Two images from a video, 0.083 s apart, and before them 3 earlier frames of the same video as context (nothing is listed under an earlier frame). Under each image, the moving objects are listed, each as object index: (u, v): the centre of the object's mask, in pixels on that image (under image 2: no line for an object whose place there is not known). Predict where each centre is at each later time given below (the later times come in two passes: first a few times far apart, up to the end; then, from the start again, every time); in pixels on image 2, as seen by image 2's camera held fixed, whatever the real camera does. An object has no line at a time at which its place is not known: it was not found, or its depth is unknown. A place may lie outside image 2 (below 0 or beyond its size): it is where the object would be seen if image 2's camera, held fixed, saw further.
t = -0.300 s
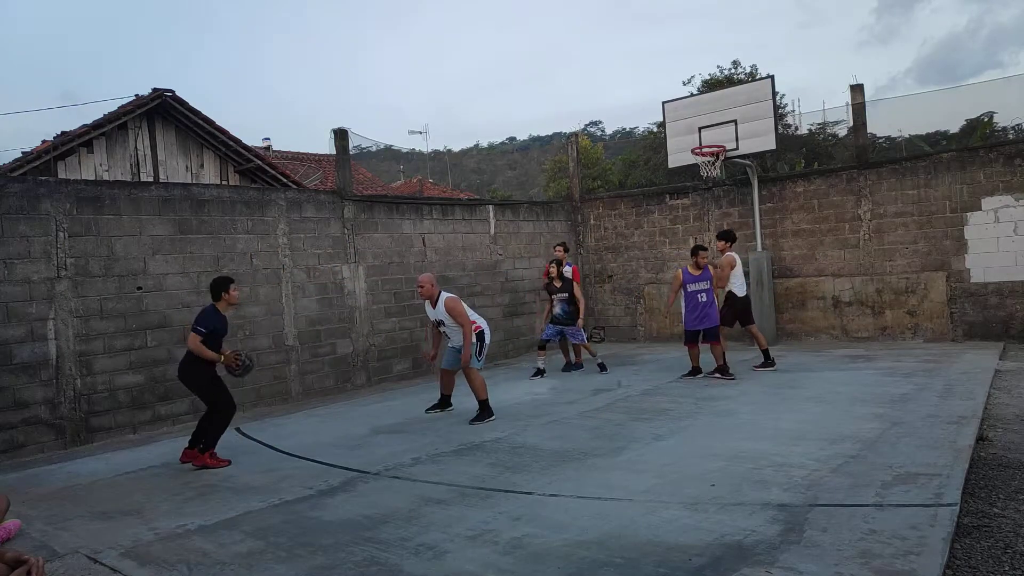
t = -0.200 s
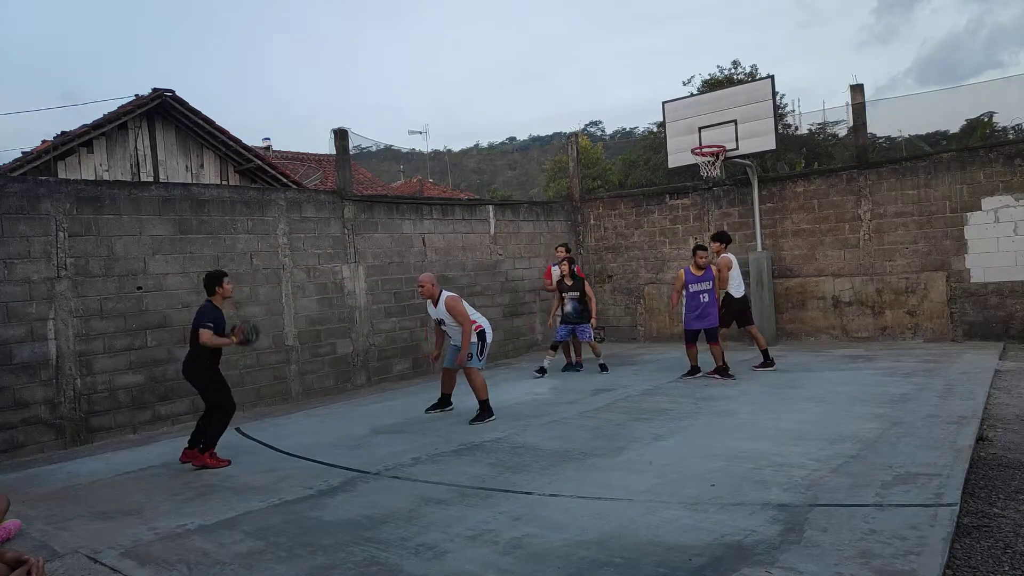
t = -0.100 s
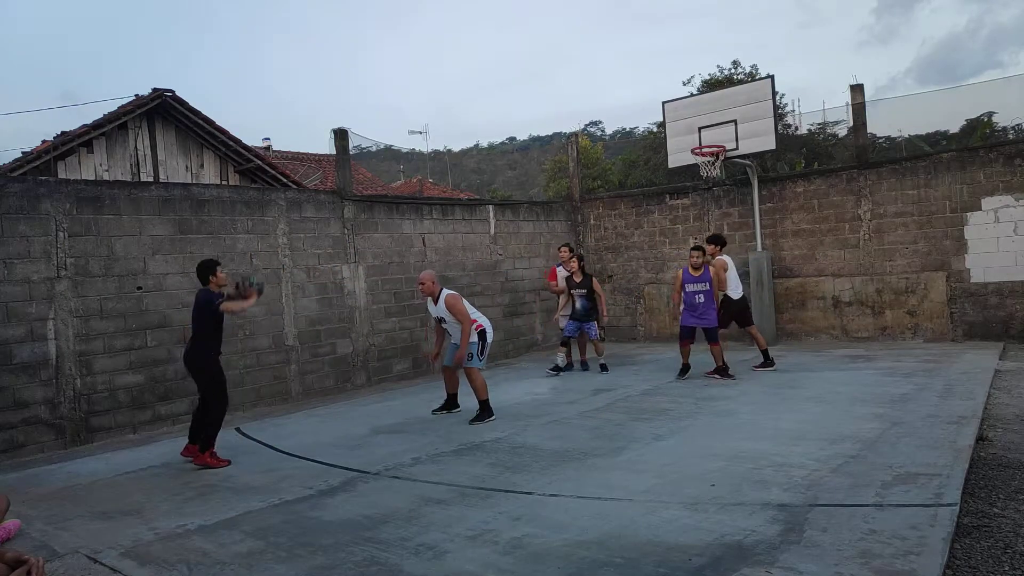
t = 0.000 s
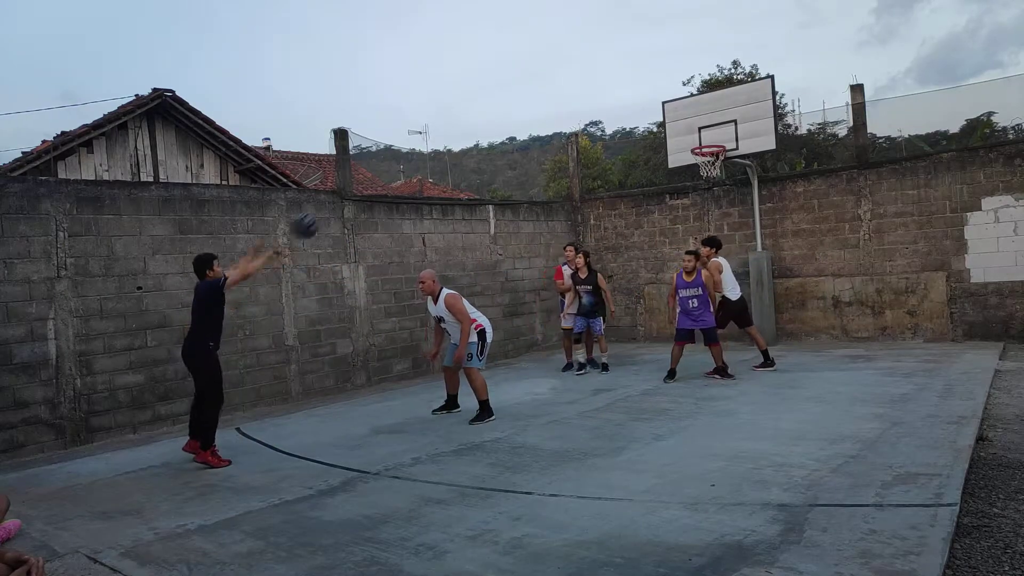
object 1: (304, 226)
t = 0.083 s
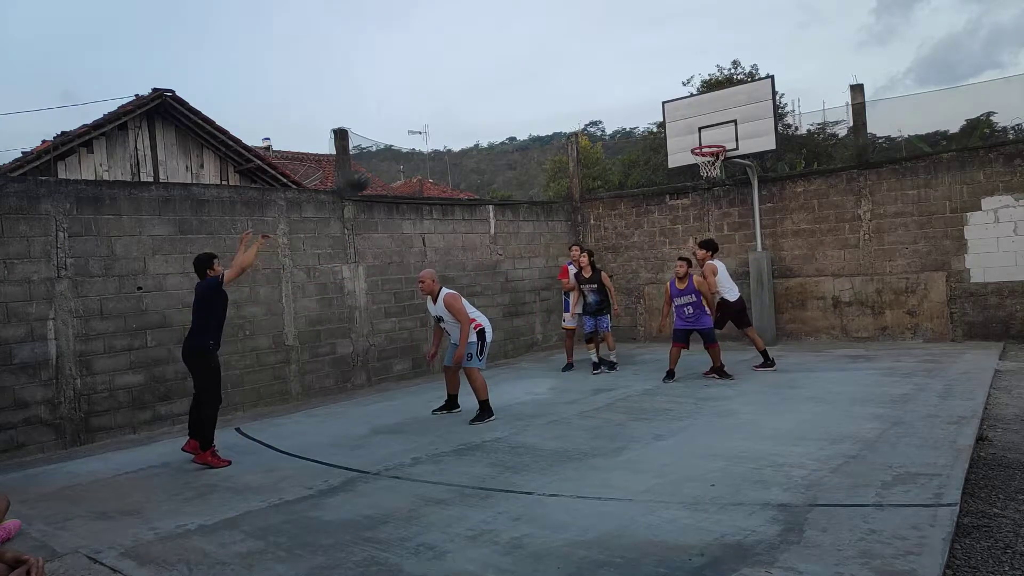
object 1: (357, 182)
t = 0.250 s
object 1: (449, 117)
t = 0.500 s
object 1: (568, 81)
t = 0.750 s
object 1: (669, 100)
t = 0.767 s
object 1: (675, 103)
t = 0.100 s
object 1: (366, 173)
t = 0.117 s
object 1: (376, 165)
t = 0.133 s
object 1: (386, 157)
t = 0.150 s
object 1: (394, 151)
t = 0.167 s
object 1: (404, 144)
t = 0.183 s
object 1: (413, 138)
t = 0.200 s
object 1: (422, 132)
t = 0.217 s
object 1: (431, 127)
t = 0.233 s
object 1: (440, 122)
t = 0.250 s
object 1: (449, 117)
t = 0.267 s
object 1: (457, 112)
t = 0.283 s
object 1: (466, 108)
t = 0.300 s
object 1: (474, 105)
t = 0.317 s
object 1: (483, 101)
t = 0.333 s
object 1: (491, 98)
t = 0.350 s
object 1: (499, 95)
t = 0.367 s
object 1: (507, 92)
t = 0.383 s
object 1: (515, 90)
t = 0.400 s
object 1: (523, 88)
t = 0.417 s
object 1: (530, 86)
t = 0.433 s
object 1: (538, 84)
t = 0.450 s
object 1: (546, 83)
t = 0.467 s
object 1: (553, 82)
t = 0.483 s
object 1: (561, 81)
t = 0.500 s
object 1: (568, 81)
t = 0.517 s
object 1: (575, 80)
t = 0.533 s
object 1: (582, 80)
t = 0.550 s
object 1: (589, 81)
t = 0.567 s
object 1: (596, 81)
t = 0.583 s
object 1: (603, 82)
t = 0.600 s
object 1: (610, 83)
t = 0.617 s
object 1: (617, 84)
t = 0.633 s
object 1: (624, 85)
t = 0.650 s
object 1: (630, 87)
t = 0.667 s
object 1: (637, 88)
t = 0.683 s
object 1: (644, 90)
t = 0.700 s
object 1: (650, 92)
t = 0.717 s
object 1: (657, 95)
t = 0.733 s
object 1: (663, 97)
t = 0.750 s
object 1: (669, 100)
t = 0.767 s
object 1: (675, 103)
